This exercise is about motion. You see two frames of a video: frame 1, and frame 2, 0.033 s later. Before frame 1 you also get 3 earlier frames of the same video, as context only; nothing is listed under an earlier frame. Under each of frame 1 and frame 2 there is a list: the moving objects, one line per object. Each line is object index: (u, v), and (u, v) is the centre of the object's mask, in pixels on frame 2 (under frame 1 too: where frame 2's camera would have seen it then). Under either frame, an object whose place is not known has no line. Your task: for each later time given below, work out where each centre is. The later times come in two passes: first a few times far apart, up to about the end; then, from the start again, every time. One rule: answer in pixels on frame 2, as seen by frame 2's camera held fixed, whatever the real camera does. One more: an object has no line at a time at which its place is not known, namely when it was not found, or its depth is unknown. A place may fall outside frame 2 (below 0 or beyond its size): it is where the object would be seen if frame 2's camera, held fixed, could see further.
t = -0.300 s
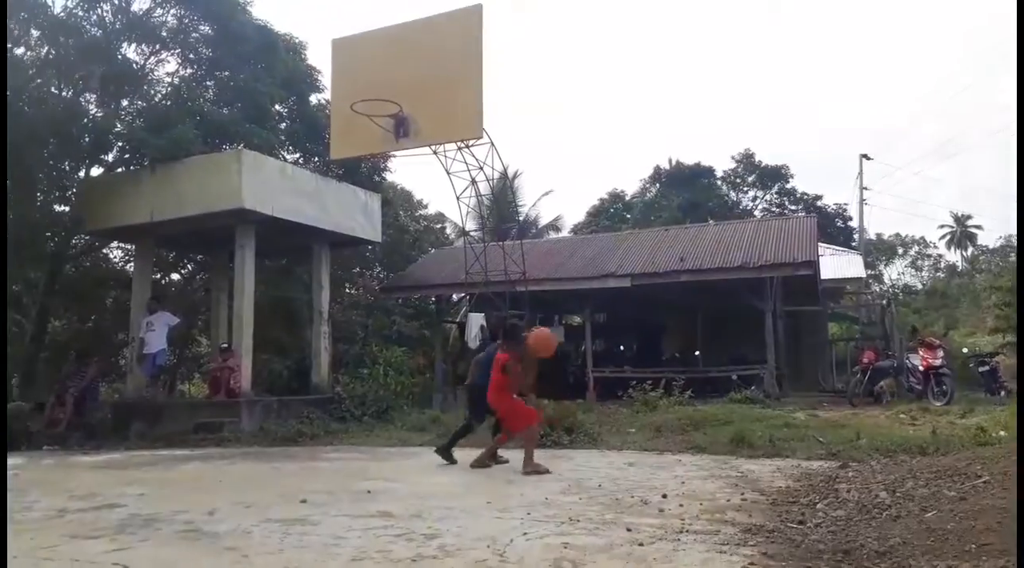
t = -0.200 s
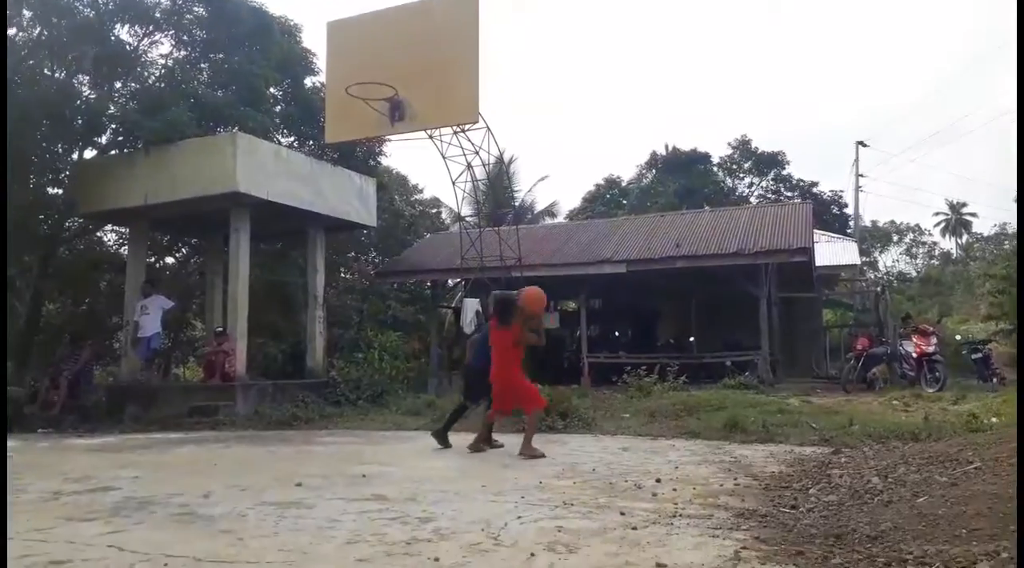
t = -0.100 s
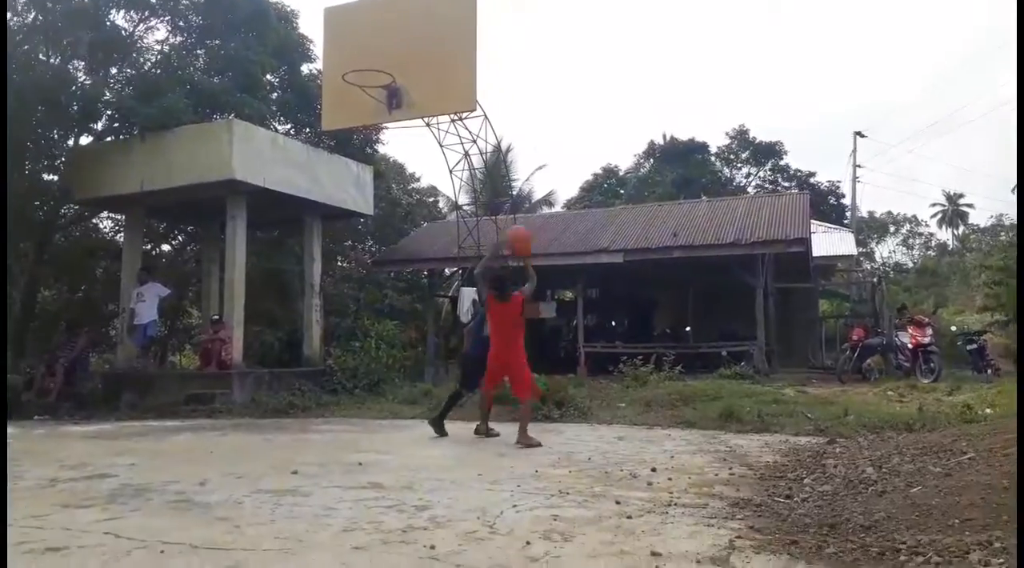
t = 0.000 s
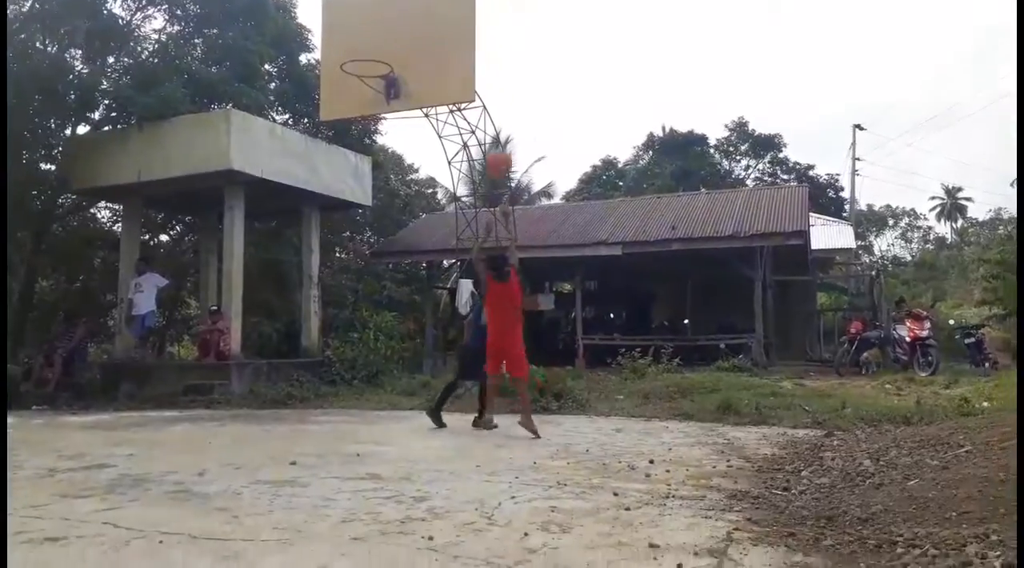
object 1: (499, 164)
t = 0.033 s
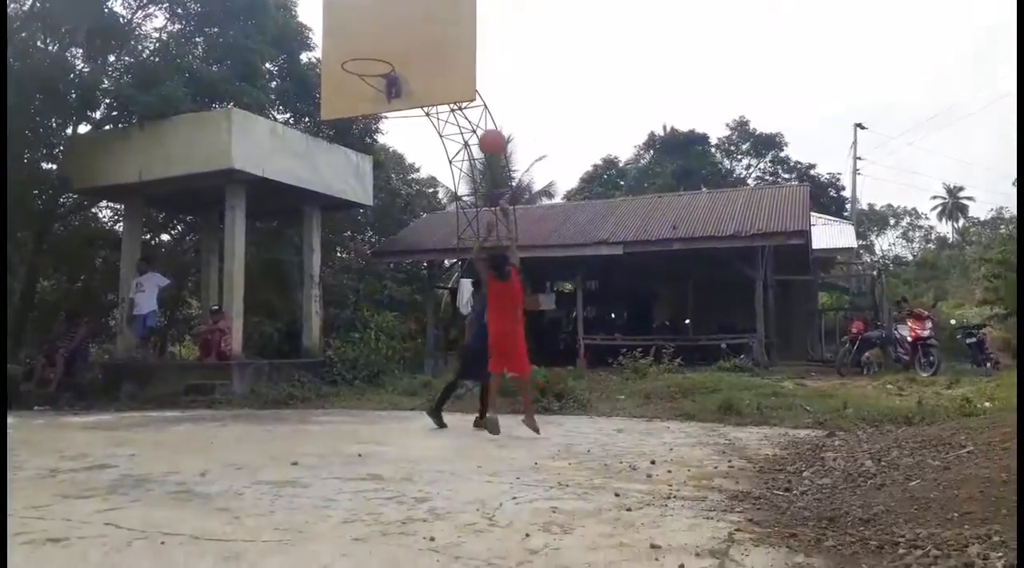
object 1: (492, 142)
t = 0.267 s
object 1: (448, 51)
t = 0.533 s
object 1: (405, 28)
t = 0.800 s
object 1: (366, 71)
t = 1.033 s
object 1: (331, 109)
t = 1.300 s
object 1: (284, 244)
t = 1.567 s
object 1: (233, 376)
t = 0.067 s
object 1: (485, 125)
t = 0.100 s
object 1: (479, 108)
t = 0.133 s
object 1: (473, 93)
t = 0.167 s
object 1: (466, 81)
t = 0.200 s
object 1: (459, 70)
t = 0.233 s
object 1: (454, 59)
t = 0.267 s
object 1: (448, 51)
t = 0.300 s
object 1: (442, 44)
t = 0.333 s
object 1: (437, 37)
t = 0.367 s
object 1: (431, 33)
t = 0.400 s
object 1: (426, 29)
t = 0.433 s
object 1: (420, 28)
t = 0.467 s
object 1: (415, 26)
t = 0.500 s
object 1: (410, 26)
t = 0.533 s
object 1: (405, 28)
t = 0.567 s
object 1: (400, 32)
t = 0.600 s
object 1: (395, 36)
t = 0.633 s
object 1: (390, 41)
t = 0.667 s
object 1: (385, 48)
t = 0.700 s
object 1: (381, 55)
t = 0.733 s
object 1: (376, 63)
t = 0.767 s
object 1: (372, 69)
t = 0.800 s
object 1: (366, 71)
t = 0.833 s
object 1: (362, 72)
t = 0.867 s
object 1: (357, 74)
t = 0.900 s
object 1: (353, 78)
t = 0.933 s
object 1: (347, 85)
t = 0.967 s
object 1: (342, 91)
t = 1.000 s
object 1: (336, 101)
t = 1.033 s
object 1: (331, 109)
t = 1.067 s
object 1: (326, 120)
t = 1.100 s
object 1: (319, 132)
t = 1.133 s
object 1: (314, 147)
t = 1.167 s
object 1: (309, 163)
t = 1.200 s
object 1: (303, 182)
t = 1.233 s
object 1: (296, 201)
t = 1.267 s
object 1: (290, 222)
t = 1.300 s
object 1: (284, 244)
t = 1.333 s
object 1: (277, 271)
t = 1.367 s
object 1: (270, 298)
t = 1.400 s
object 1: (264, 329)
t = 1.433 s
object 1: (257, 360)
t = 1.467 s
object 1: (250, 395)
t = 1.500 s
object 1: (242, 432)
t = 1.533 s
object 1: (237, 405)
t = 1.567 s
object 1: (233, 376)
